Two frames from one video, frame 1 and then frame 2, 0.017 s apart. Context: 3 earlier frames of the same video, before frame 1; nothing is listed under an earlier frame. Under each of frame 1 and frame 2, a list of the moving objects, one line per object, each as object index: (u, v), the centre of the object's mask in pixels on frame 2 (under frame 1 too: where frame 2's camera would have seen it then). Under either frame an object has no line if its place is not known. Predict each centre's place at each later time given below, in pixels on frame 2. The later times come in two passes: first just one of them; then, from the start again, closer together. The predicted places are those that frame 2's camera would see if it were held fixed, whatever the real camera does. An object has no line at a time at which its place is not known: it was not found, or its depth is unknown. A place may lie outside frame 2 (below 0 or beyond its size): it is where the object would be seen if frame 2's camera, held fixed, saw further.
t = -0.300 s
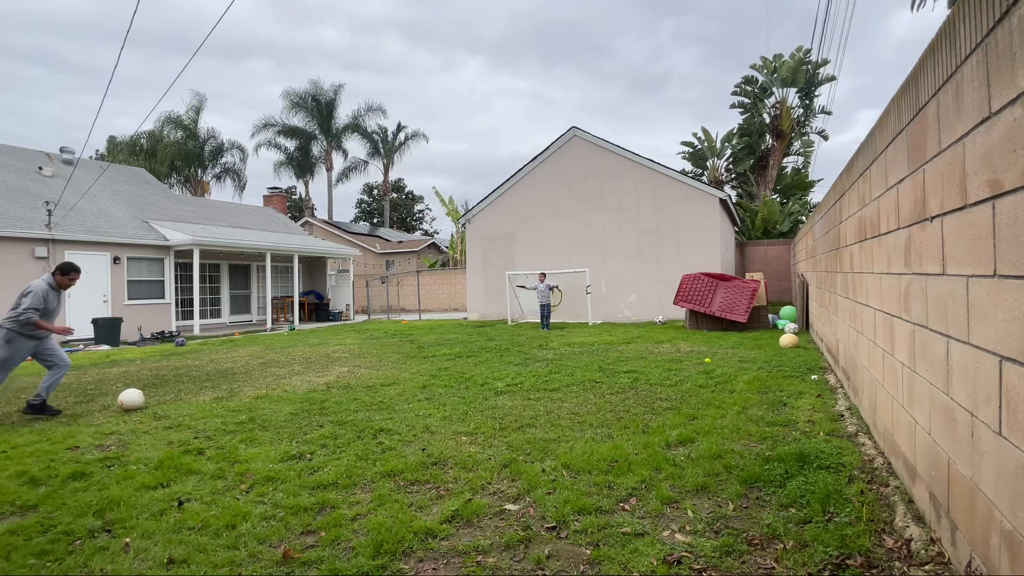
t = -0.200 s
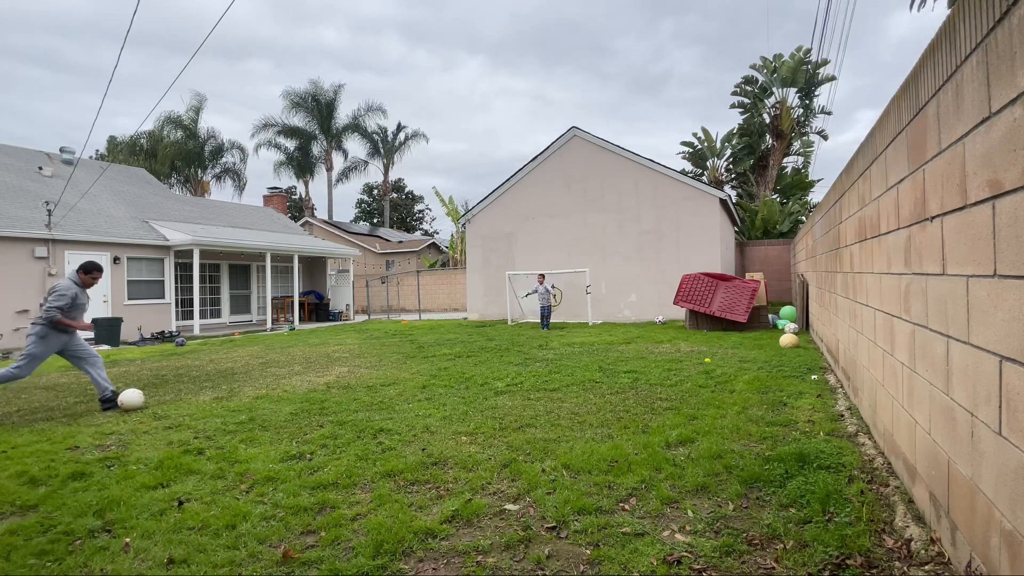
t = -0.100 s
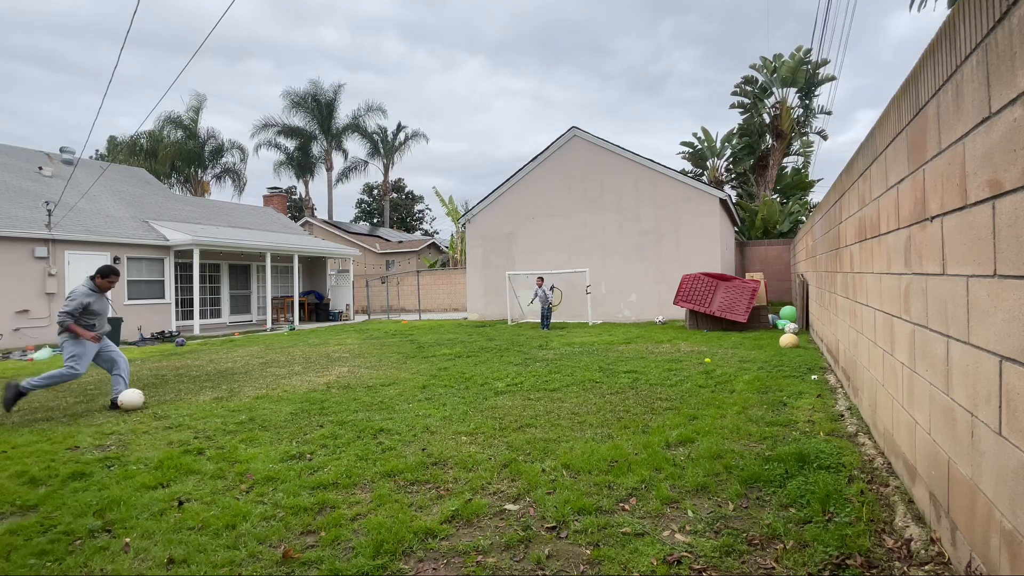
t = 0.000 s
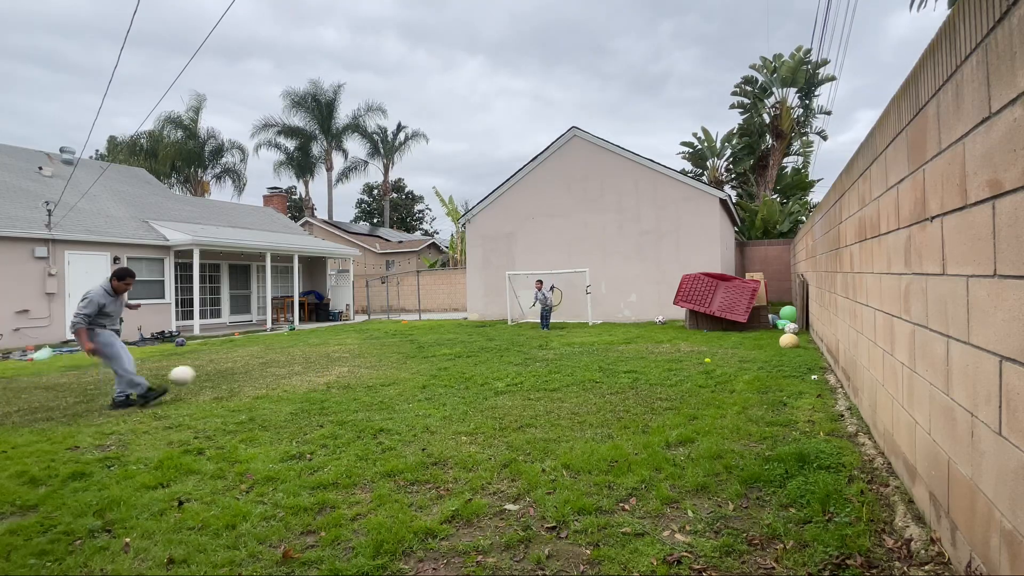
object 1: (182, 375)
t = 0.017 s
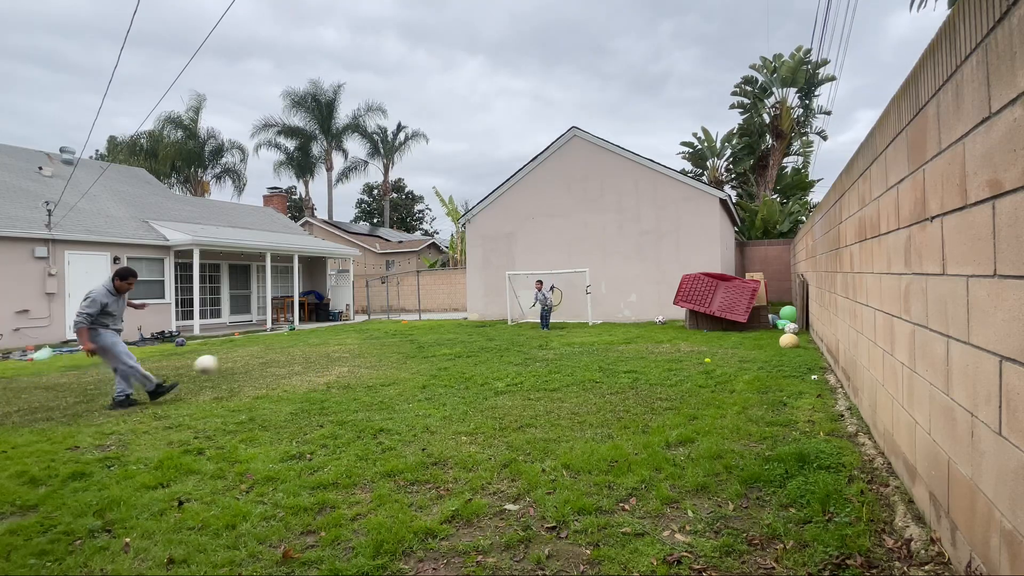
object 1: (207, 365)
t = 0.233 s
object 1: (404, 288)
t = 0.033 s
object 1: (228, 354)
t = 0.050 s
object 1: (249, 345)
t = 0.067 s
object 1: (268, 336)
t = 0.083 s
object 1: (287, 329)
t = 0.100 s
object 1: (304, 323)
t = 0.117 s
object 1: (319, 317)
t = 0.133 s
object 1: (333, 313)
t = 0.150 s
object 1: (347, 307)
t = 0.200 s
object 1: (384, 294)
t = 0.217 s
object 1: (394, 291)
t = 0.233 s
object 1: (404, 288)
